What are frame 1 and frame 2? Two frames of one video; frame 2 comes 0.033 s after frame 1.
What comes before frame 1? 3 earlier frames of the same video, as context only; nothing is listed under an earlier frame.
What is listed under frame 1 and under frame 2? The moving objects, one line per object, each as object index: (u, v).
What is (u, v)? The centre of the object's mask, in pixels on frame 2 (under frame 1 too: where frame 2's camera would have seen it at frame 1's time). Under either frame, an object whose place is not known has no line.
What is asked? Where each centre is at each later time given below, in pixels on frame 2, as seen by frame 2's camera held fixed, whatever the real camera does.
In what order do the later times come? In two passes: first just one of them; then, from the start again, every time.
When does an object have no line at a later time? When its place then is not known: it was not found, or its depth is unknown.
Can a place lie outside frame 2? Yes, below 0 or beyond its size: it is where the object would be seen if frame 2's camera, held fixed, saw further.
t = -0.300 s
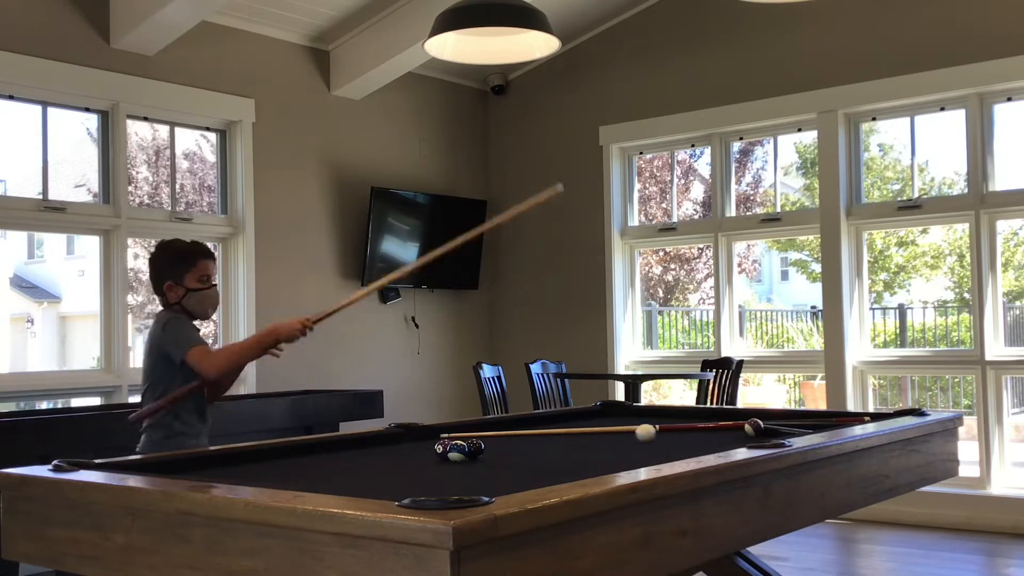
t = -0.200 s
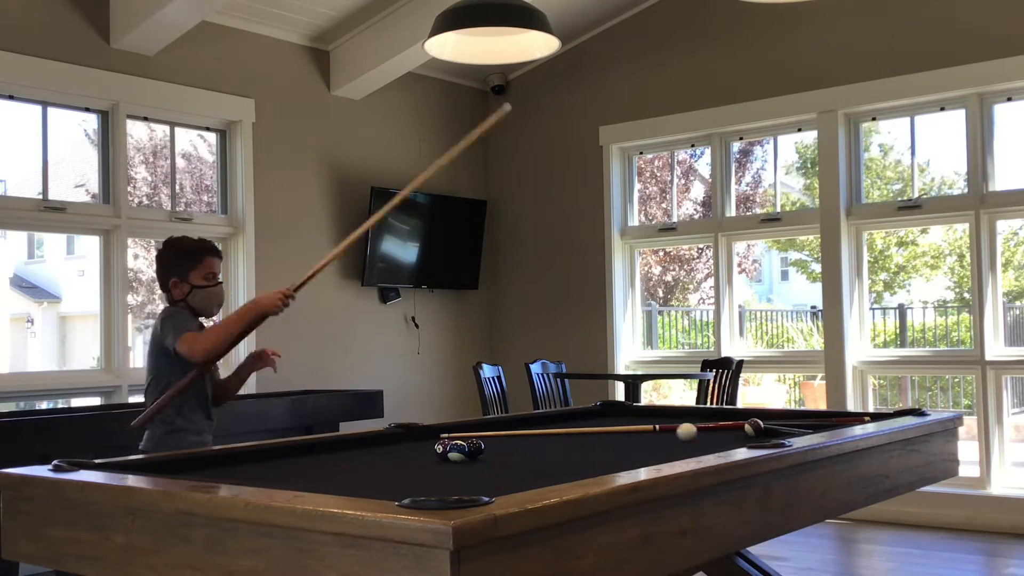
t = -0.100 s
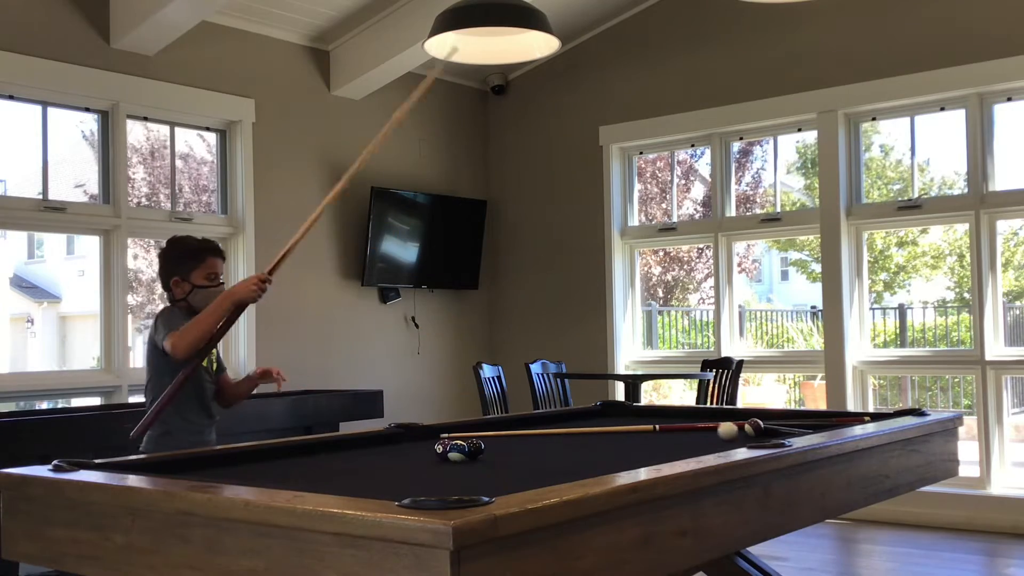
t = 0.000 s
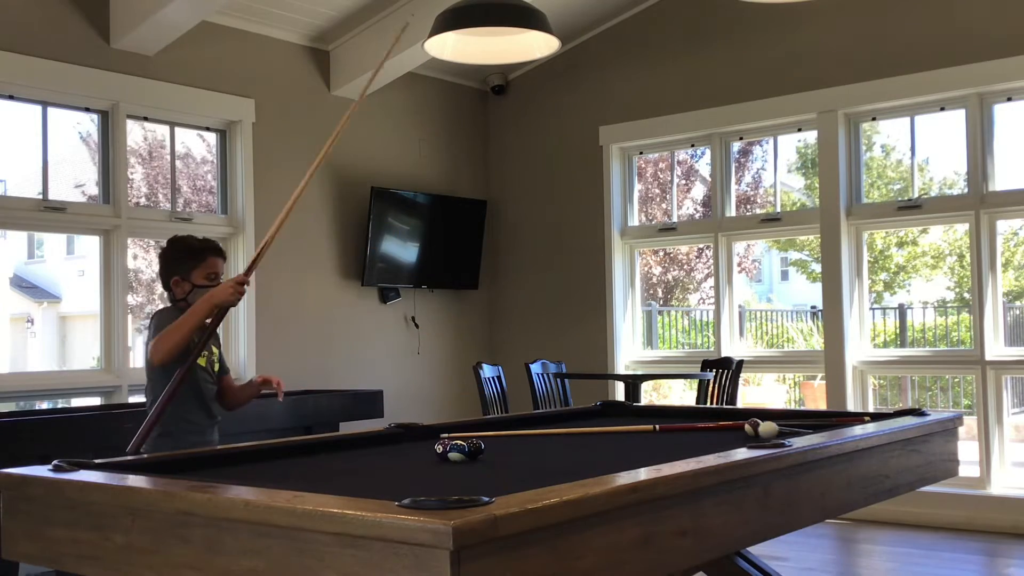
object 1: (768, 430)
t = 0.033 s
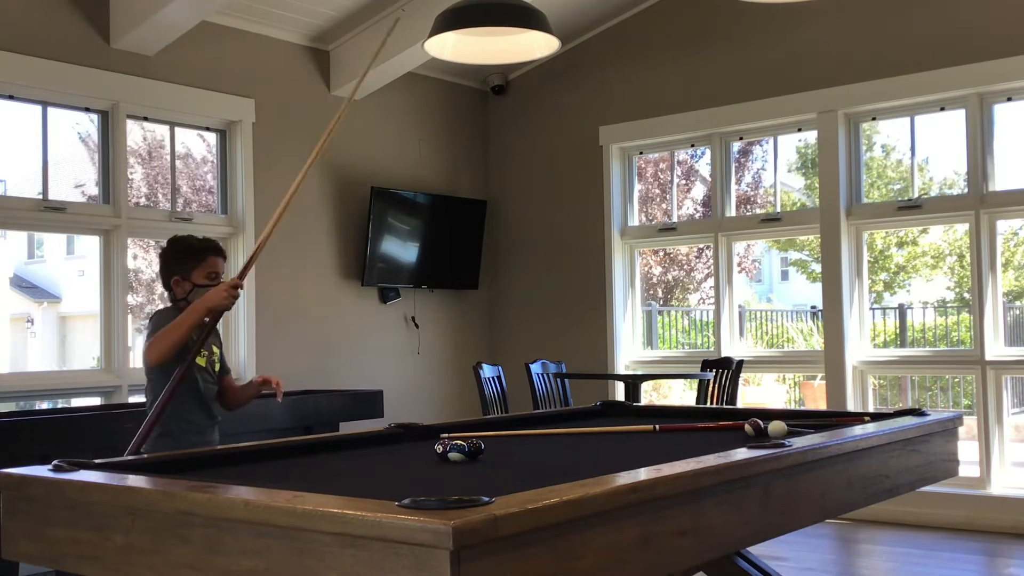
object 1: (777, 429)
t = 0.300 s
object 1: (788, 430)
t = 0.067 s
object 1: (777, 430)
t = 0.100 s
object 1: (777, 430)
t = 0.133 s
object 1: (777, 430)
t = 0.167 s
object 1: (778, 431)
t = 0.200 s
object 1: (780, 431)
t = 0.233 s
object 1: (783, 431)
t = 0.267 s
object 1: (786, 431)
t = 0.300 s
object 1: (788, 430)
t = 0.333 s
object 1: (791, 430)
